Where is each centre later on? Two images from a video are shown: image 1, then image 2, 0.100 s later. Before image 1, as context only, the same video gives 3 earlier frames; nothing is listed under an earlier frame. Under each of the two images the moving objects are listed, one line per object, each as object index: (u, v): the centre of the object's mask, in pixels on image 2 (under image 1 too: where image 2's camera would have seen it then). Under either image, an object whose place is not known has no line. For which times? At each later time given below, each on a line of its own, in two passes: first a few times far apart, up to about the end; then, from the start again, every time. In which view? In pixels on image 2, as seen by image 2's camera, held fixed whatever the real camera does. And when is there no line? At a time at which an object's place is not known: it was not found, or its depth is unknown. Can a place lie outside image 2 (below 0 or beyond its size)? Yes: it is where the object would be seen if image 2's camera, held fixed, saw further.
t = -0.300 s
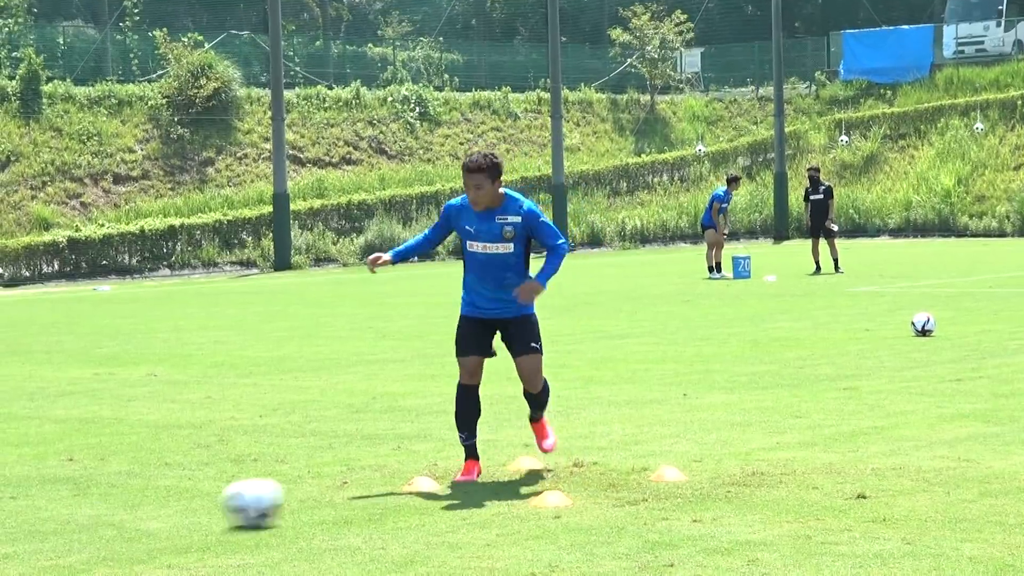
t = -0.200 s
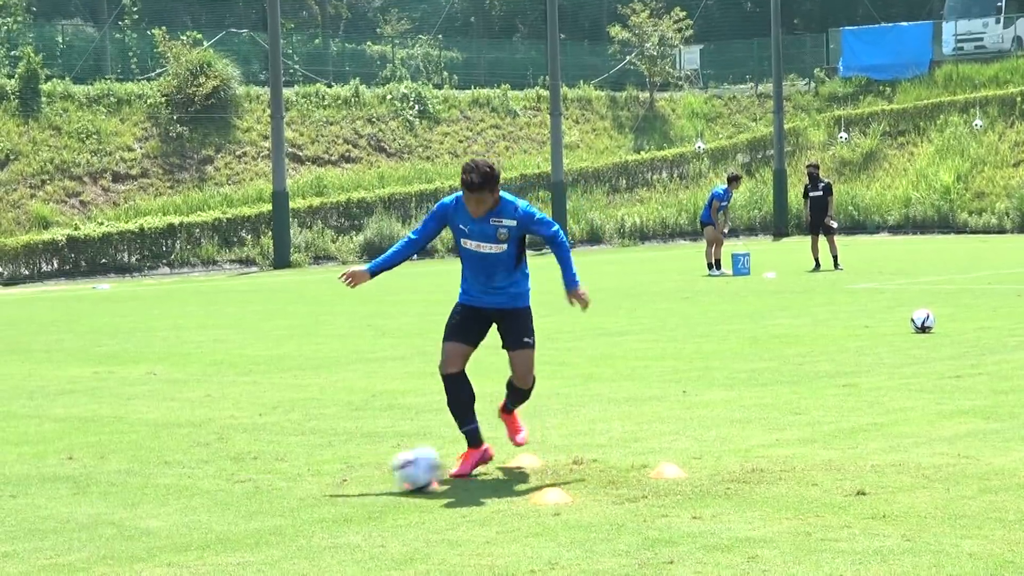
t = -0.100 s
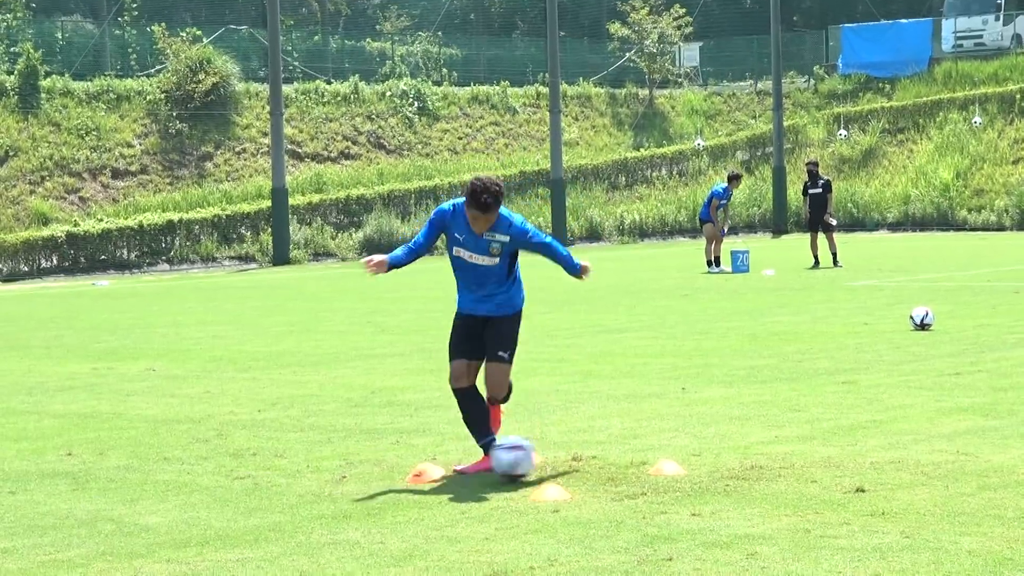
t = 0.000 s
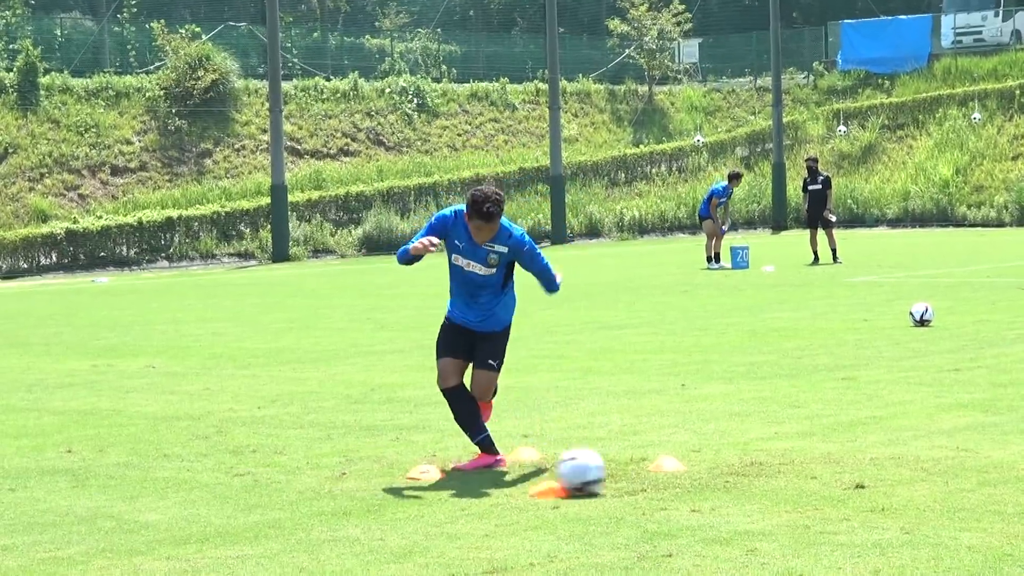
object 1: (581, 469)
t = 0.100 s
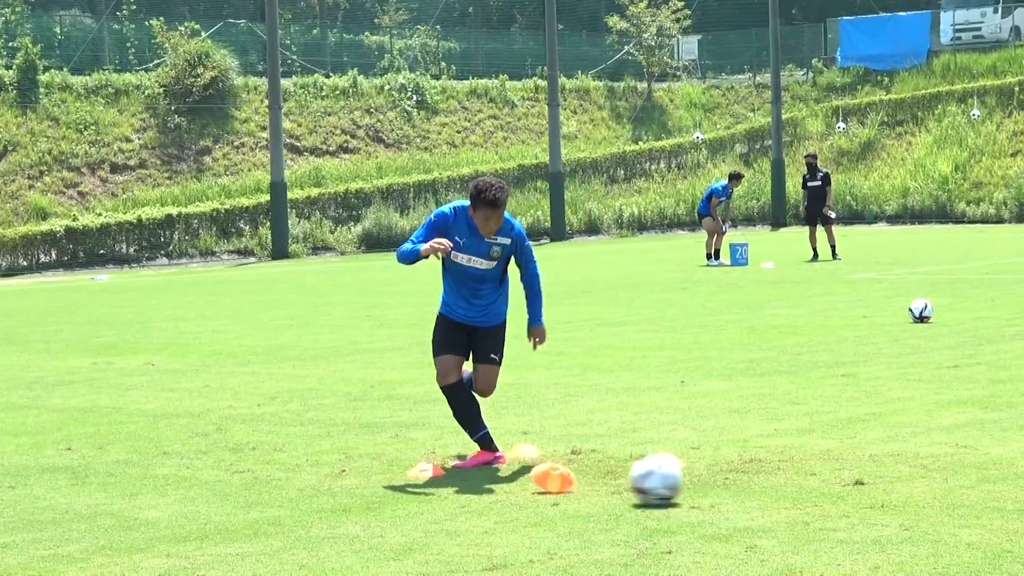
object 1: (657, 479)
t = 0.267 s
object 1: (782, 499)
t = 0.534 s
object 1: (975, 526)
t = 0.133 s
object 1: (682, 485)
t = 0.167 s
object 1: (706, 488)
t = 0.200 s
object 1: (732, 492)
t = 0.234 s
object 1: (758, 497)
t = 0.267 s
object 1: (782, 499)
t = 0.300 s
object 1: (807, 503)
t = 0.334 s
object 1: (832, 506)
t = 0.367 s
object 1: (857, 510)
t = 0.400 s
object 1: (881, 514)
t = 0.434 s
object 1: (905, 517)
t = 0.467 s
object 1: (929, 521)
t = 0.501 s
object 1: (953, 523)
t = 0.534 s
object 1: (975, 526)
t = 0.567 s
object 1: (999, 528)
